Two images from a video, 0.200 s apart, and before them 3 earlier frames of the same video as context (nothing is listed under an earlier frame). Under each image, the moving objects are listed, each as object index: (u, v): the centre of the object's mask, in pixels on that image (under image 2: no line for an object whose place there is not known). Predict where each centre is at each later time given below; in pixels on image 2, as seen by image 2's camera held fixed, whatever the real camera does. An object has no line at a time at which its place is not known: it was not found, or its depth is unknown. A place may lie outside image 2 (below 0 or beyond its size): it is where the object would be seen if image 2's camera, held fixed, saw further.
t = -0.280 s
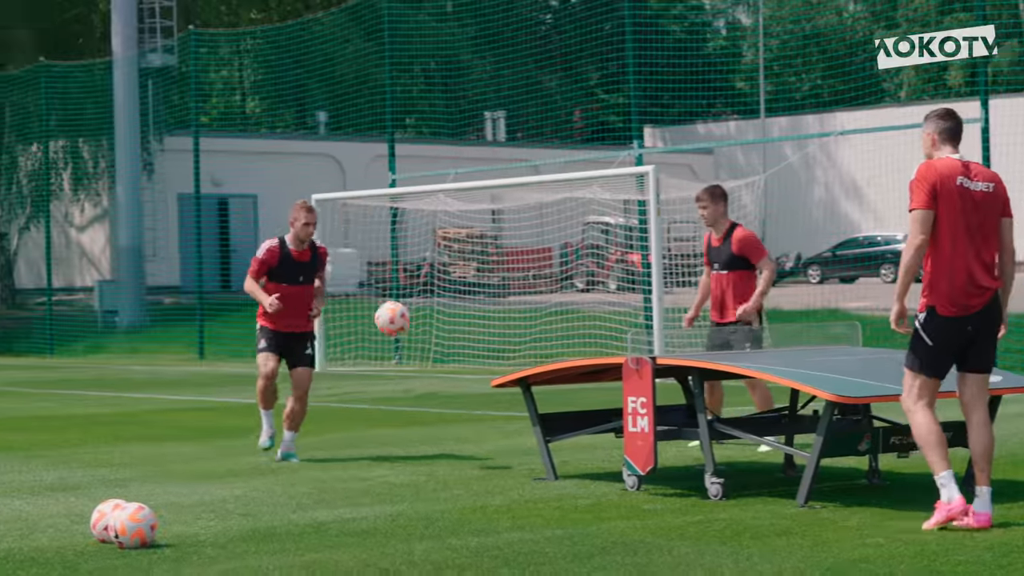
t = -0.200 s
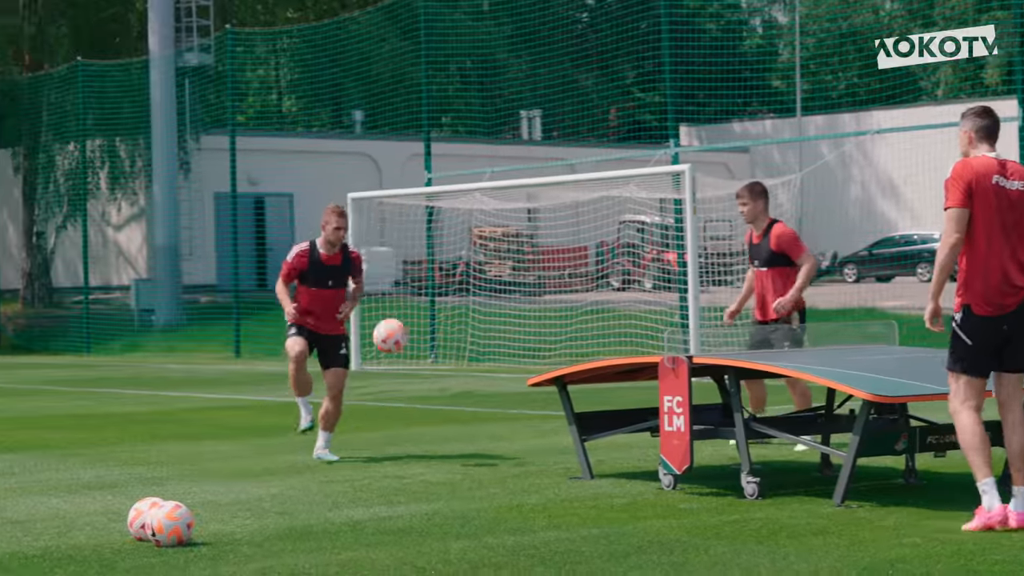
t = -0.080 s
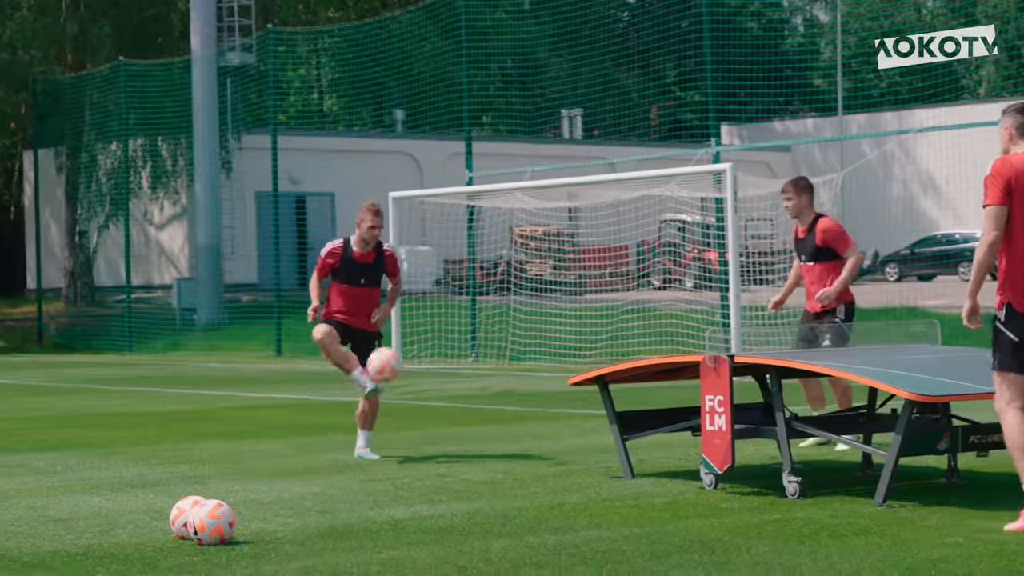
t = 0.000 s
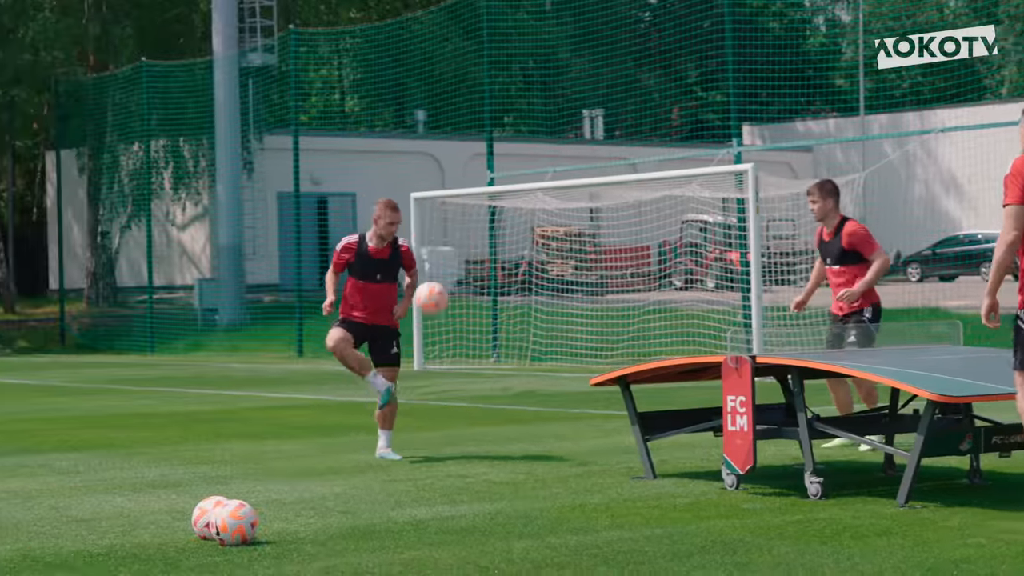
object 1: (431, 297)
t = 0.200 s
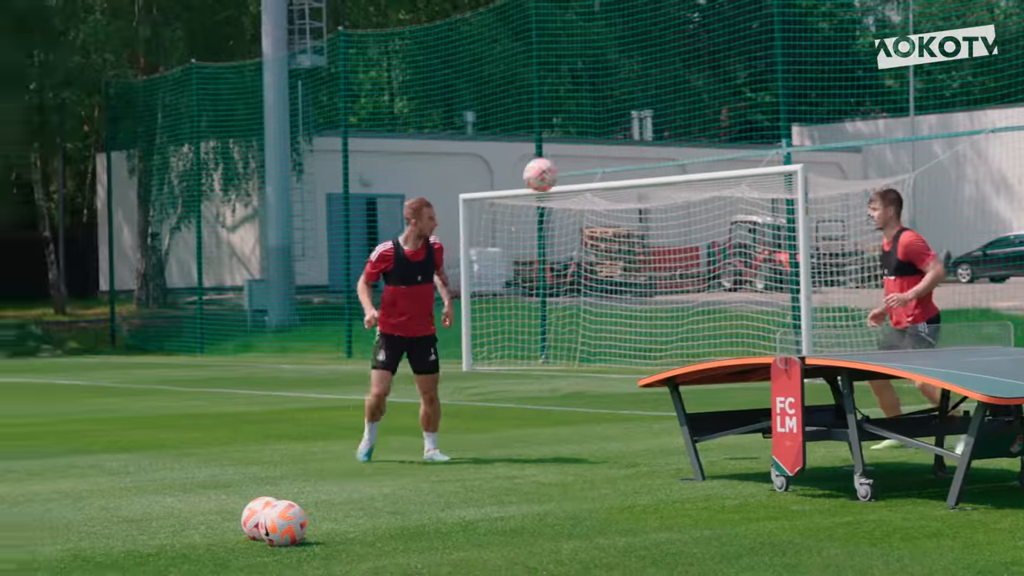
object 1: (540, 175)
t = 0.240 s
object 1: (551, 162)
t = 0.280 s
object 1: (556, 143)
